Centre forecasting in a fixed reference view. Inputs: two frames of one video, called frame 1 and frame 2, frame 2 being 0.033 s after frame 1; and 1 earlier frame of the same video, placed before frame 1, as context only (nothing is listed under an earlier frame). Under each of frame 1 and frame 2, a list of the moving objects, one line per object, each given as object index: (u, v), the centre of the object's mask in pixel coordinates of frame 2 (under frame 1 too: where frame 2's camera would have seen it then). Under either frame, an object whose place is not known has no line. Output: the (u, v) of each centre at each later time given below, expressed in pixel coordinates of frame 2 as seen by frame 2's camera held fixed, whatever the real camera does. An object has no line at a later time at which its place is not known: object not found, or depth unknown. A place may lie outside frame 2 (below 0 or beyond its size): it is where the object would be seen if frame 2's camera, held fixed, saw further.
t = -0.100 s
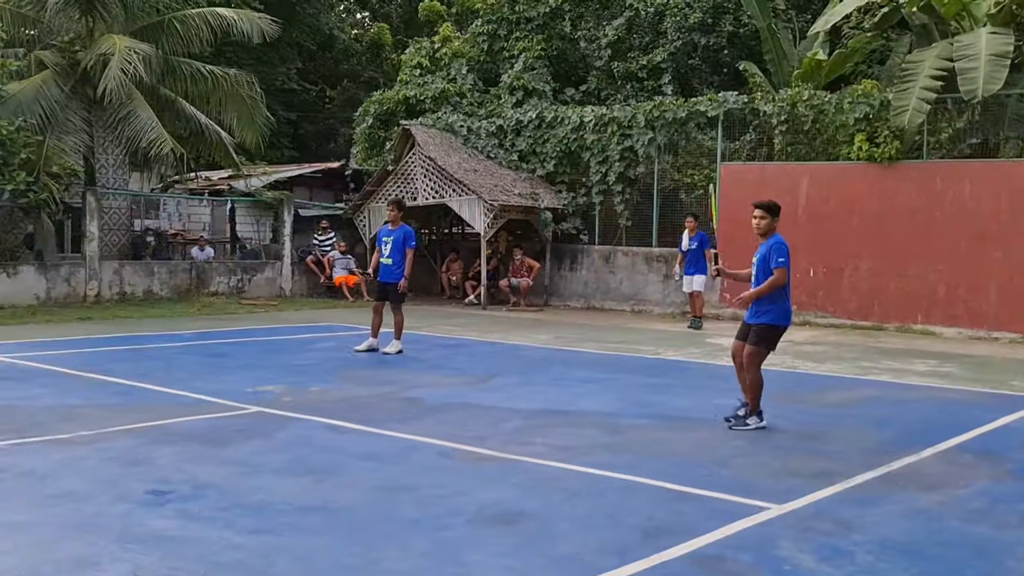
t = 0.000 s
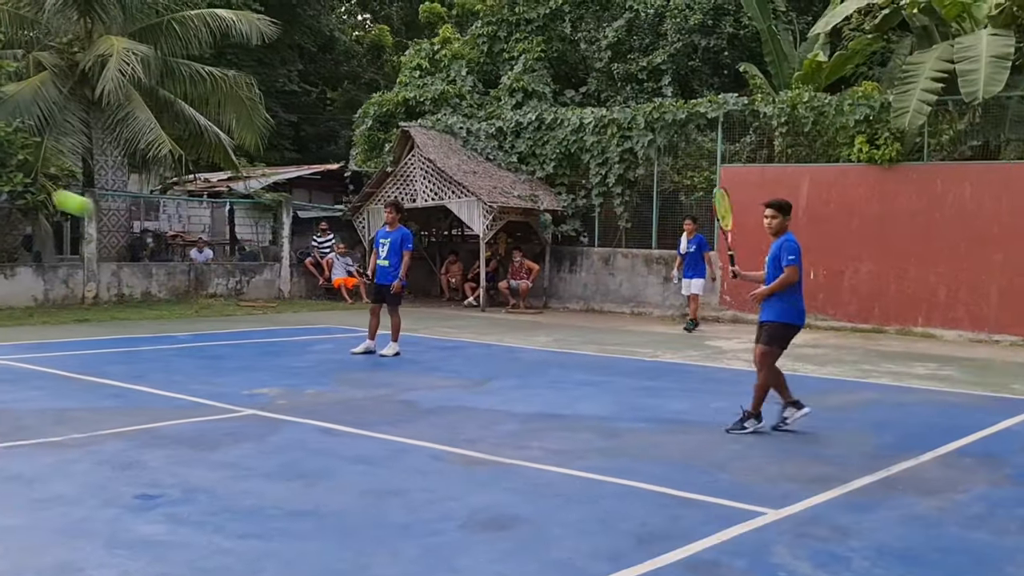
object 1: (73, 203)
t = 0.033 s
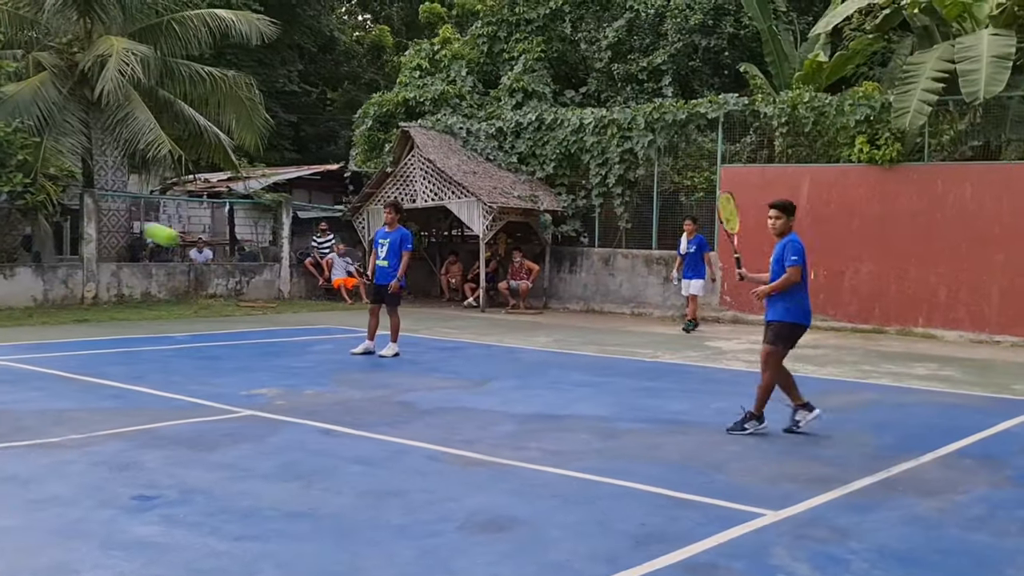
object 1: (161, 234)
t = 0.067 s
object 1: (239, 265)
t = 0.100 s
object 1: (306, 292)
